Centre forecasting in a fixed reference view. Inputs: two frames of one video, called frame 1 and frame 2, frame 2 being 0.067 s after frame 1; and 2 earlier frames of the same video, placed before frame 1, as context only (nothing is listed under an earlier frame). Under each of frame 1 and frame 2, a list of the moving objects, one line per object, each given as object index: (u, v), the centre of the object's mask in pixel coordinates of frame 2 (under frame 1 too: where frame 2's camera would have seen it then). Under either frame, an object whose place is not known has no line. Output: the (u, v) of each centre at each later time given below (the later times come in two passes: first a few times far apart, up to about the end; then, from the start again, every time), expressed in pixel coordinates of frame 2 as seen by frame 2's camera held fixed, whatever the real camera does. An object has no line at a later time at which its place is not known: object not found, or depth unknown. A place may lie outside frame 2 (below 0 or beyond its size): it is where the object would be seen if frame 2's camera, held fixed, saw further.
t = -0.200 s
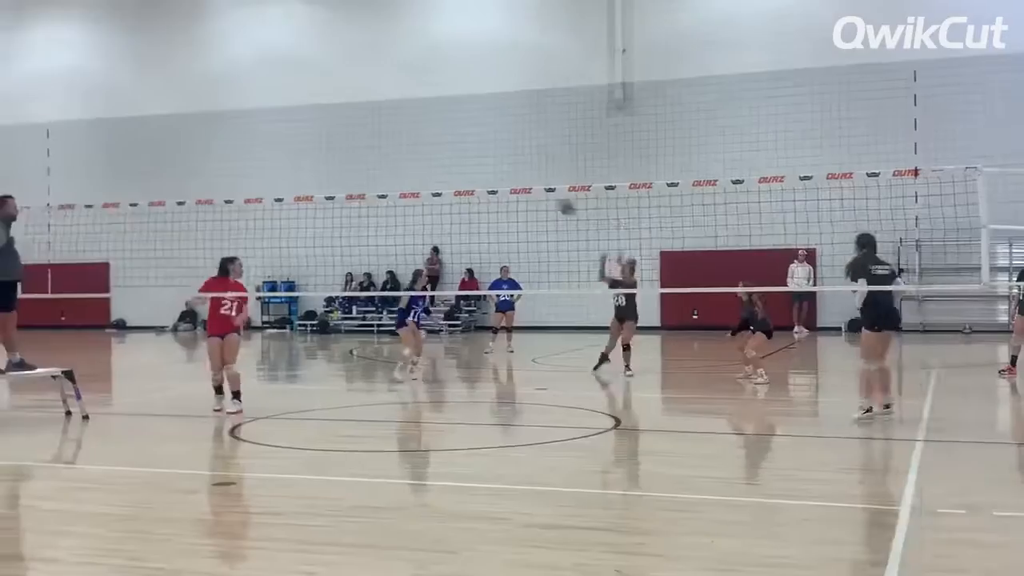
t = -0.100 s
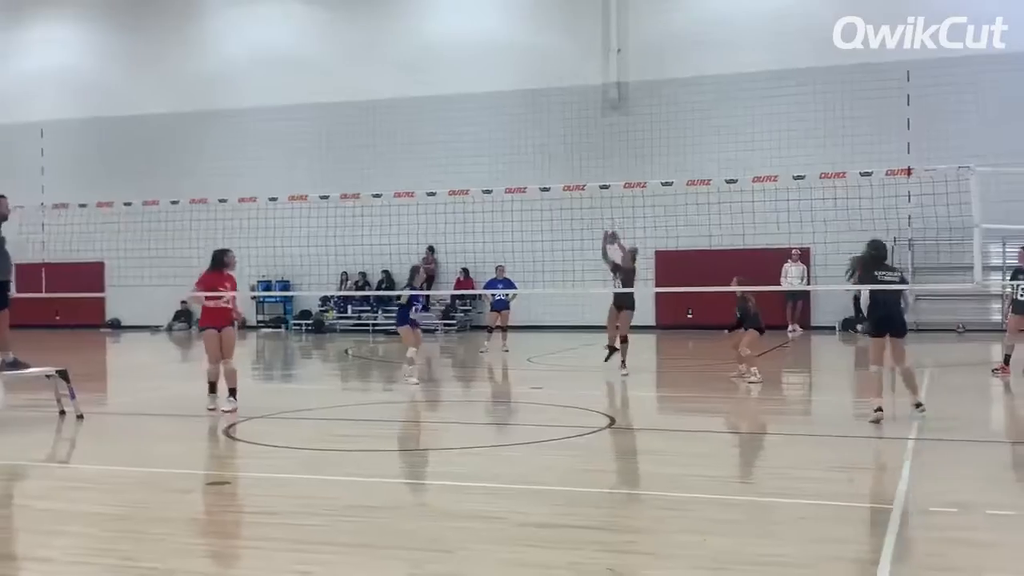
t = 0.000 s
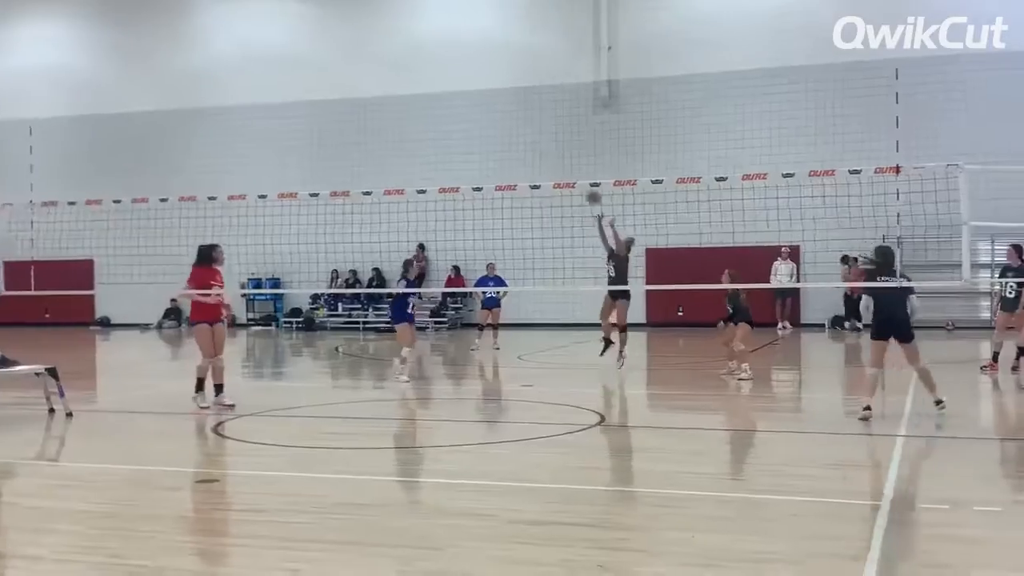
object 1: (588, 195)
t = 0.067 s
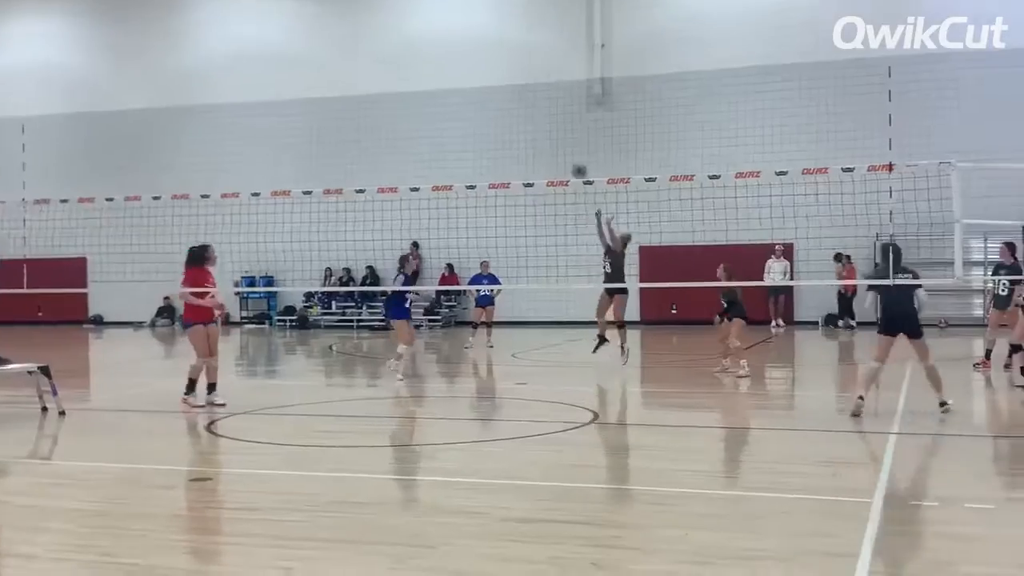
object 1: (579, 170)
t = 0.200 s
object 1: (562, 131)
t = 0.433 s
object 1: (532, 92)
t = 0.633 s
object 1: (508, 94)
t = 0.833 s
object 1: (487, 124)
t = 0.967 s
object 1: (473, 160)
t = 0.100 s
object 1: (575, 158)
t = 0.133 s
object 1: (570, 148)
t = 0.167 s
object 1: (566, 139)
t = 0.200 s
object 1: (562, 131)
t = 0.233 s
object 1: (558, 121)
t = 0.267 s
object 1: (553, 115)
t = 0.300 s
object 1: (549, 108)
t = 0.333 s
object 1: (545, 102)
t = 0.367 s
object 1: (541, 98)
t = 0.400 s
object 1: (537, 95)
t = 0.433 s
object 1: (532, 92)
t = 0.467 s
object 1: (528, 90)
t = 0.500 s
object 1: (525, 89)
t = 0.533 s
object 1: (520, 89)
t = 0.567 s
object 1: (517, 89)
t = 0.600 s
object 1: (513, 90)
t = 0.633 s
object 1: (508, 94)
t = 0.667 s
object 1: (505, 97)
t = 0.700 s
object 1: (502, 100)
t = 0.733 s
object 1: (498, 106)
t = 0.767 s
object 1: (494, 111)
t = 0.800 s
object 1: (490, 117)
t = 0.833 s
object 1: (487, 124)
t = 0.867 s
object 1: (483, 132)
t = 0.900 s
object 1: (480, 141)
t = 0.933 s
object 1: (476, 150)
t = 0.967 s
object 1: (473, 160)
